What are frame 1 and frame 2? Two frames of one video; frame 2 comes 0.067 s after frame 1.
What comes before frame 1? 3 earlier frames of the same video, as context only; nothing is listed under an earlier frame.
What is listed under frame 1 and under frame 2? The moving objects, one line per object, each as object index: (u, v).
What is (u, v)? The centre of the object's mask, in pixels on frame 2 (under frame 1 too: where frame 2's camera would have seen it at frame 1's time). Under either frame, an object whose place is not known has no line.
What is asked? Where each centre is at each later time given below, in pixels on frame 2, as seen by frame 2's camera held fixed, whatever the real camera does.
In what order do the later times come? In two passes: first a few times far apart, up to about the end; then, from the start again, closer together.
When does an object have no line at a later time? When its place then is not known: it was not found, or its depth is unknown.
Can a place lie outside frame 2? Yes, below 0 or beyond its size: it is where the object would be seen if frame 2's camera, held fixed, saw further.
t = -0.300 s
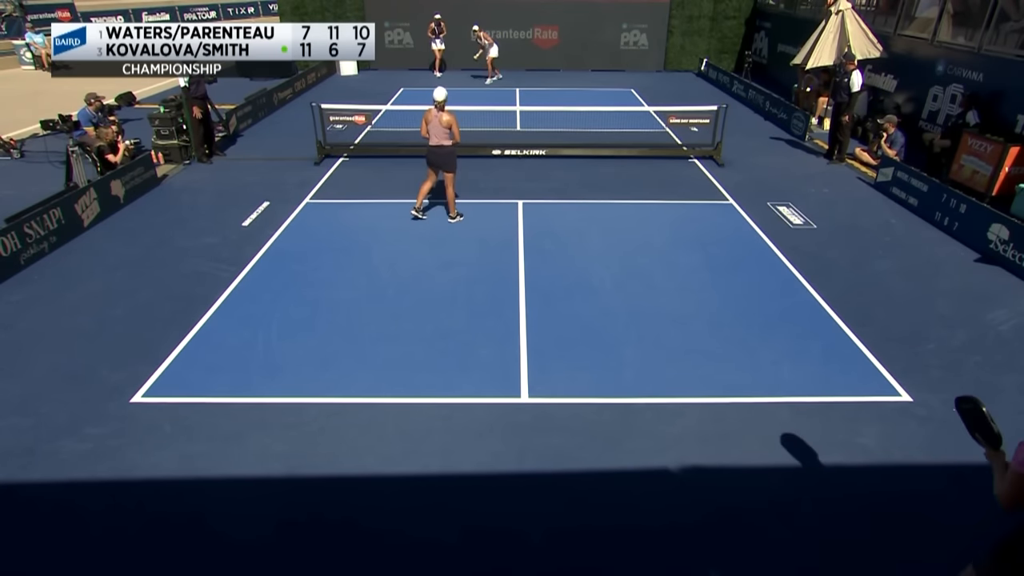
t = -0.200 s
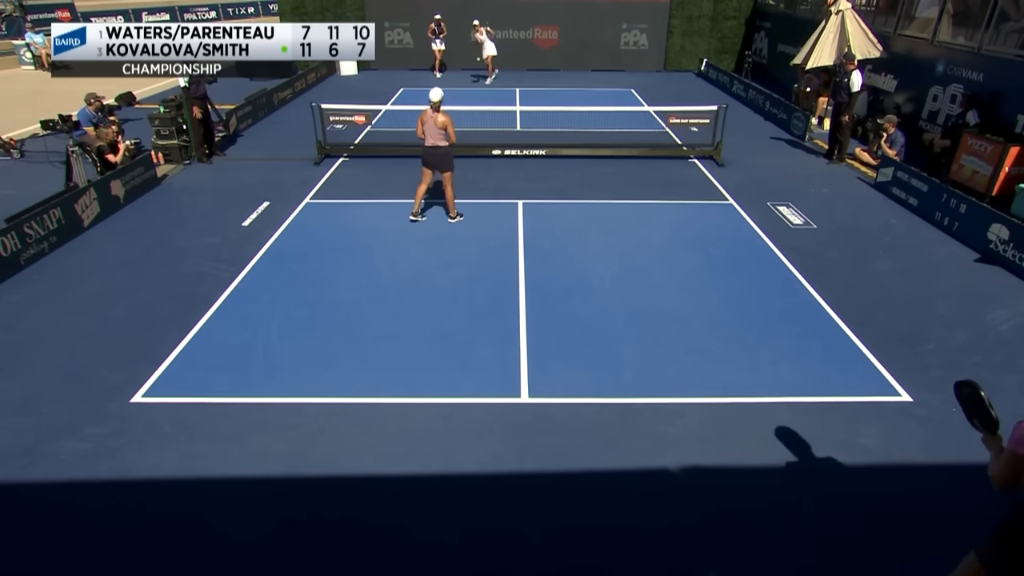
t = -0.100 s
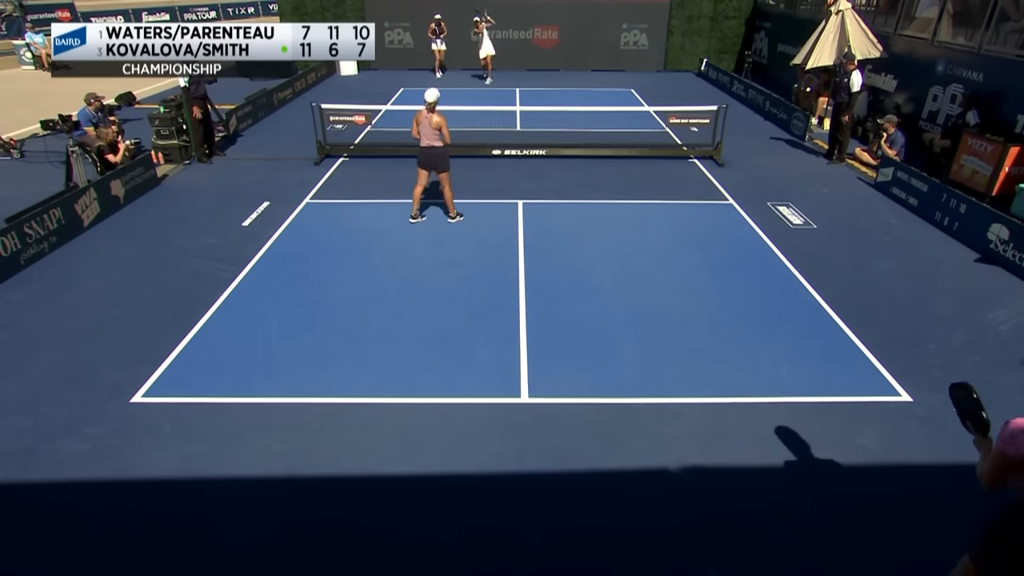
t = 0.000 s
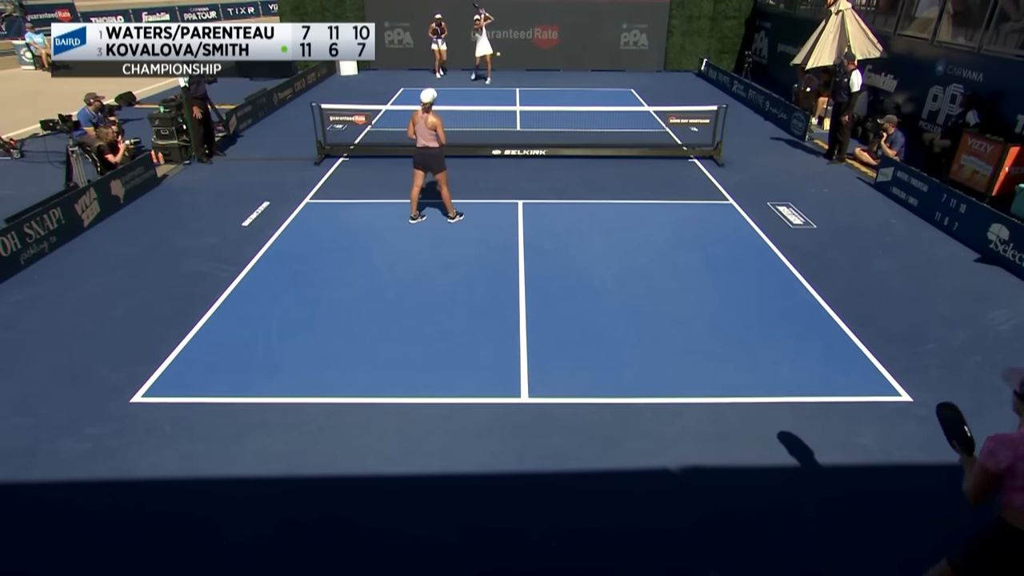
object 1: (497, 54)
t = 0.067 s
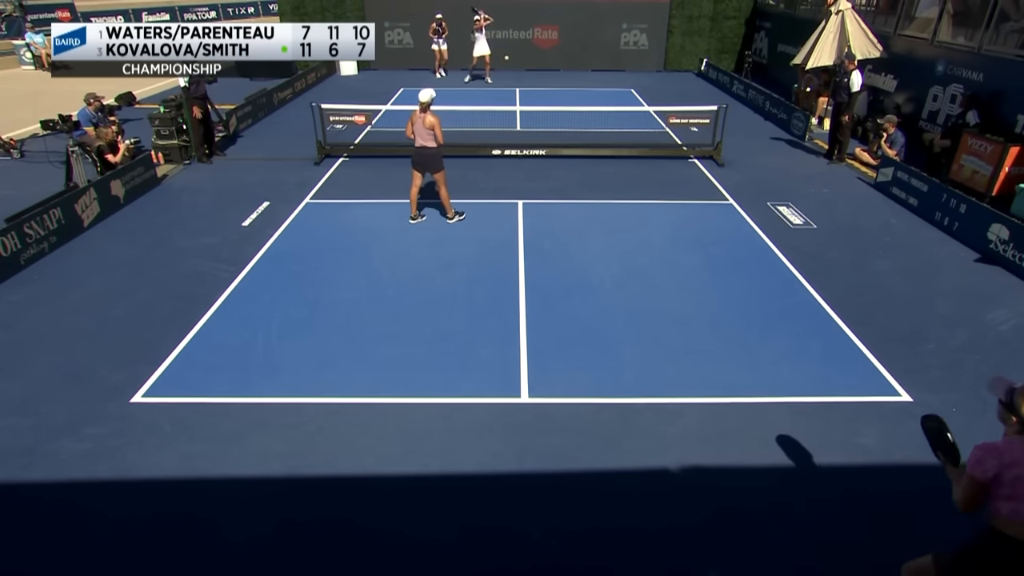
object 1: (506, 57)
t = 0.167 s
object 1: (521, 70)
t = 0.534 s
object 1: (597, 227)
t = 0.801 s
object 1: (676, 332)
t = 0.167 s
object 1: (521, 70)
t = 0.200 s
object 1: (526, 76)
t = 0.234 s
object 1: (531, 84)
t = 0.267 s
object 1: (537, 93)
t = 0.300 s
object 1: (543, 103)
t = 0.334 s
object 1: (550, 116)
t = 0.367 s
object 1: (557, 129)
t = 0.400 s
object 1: (564, 144)
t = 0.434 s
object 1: (572, 162)
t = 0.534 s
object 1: (597, 227)
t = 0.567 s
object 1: (606, 254)
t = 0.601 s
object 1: (614, 284)
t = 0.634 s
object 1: (623, 299)
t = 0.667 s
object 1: (630, 305)
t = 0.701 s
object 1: (638, 311)
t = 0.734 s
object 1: (653, 313)
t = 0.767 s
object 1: (664, 321)
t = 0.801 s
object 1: (676, 332)
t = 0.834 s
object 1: (688, 345)
